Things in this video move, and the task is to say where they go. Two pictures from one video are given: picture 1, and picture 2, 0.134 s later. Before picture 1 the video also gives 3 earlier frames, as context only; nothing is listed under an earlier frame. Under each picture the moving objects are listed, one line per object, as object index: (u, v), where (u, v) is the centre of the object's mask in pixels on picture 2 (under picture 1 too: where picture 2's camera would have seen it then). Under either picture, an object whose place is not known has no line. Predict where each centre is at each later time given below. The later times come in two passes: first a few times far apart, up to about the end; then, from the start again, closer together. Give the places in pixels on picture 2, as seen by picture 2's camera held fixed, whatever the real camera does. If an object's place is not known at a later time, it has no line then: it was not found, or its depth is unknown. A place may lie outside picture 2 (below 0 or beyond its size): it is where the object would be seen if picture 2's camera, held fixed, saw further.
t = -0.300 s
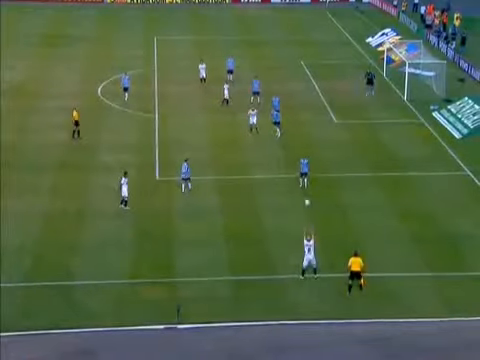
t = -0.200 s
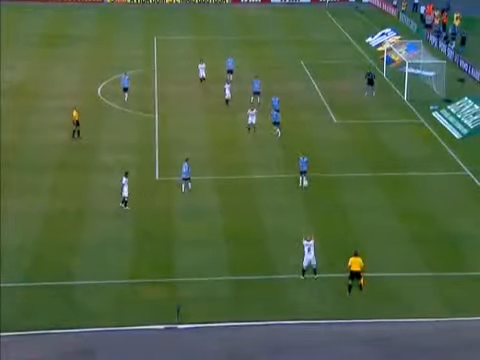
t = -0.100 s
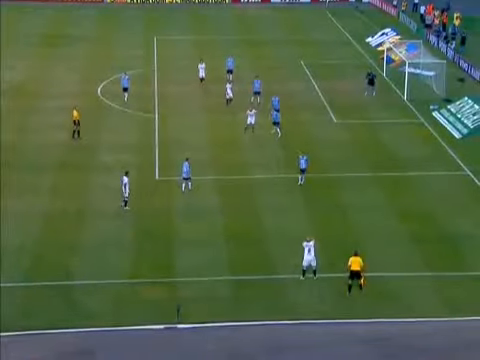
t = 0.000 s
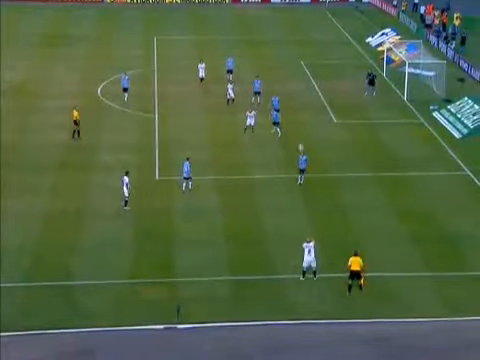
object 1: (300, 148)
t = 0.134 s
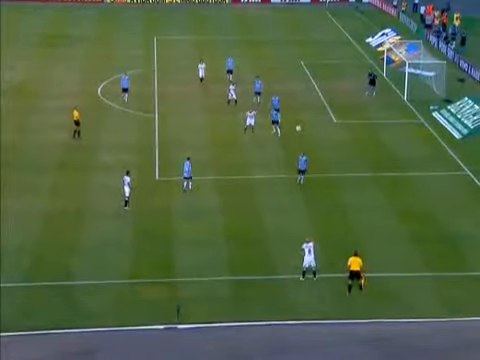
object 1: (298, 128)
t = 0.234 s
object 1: (296, 114)
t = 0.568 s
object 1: (290, 80)
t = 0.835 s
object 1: (286, 64)
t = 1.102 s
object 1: (282, 56)
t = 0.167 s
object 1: (297, 123)
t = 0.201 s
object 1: (297, 120)
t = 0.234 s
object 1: (296, 114)
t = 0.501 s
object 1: (291, 86)
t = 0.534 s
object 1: (291, 83)
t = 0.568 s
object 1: (290, 80)
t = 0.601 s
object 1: (290, 79)
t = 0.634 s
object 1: (289, 75)
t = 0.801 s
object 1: (286, 66)
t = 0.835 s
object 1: (286, 64)
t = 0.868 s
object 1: (285, 62)
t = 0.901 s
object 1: (285, 61)
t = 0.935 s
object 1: (284, 60)
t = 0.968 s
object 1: (284, 59)
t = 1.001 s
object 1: (284, 58)
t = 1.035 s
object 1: (283, 57)
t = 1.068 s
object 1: (283, 56)
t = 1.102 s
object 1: (282, 56)
